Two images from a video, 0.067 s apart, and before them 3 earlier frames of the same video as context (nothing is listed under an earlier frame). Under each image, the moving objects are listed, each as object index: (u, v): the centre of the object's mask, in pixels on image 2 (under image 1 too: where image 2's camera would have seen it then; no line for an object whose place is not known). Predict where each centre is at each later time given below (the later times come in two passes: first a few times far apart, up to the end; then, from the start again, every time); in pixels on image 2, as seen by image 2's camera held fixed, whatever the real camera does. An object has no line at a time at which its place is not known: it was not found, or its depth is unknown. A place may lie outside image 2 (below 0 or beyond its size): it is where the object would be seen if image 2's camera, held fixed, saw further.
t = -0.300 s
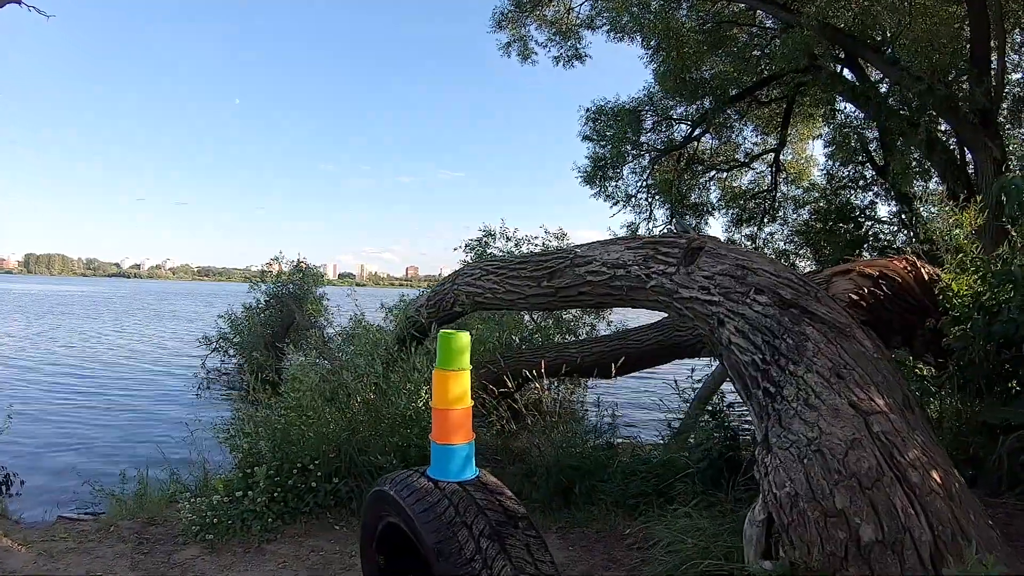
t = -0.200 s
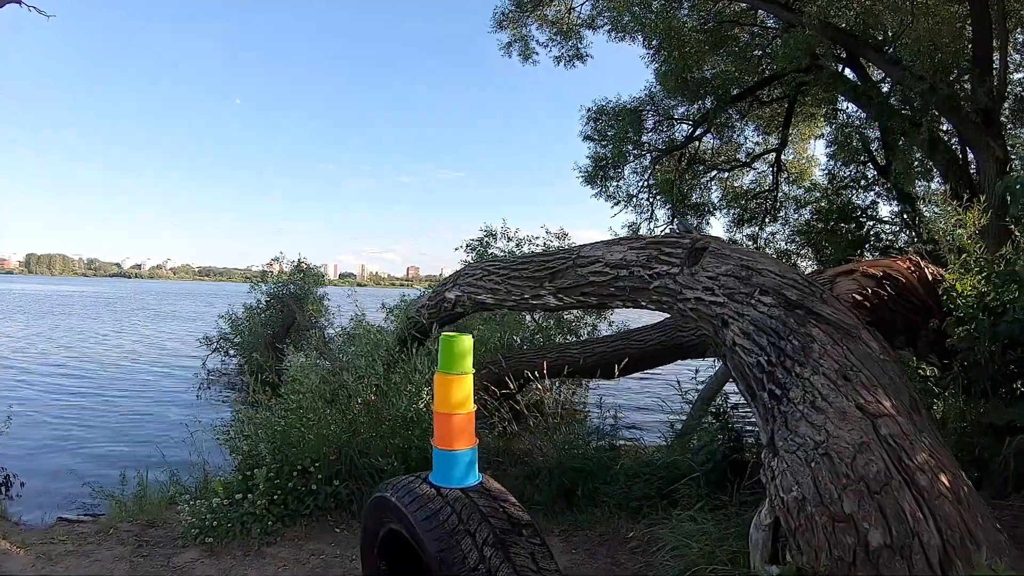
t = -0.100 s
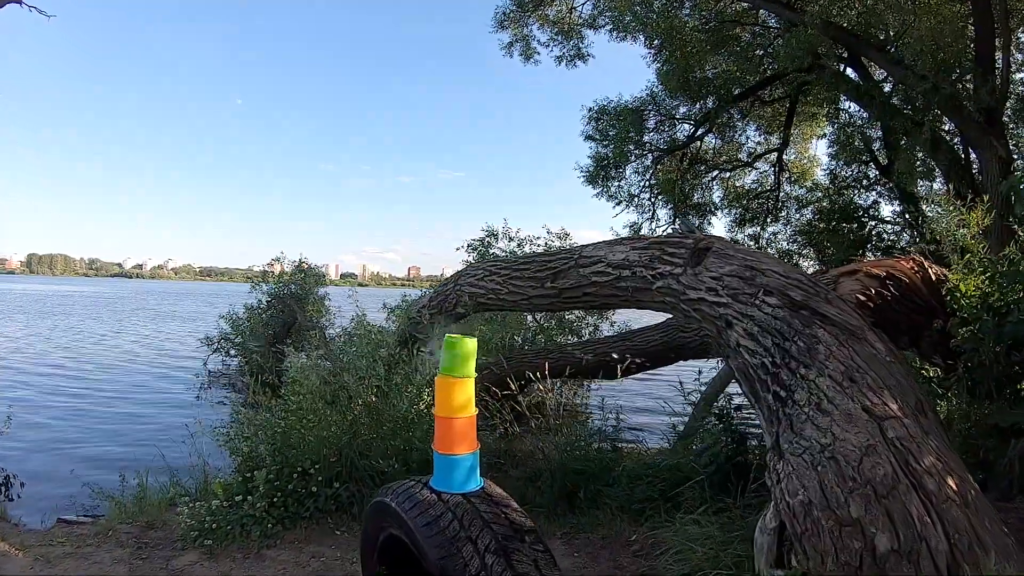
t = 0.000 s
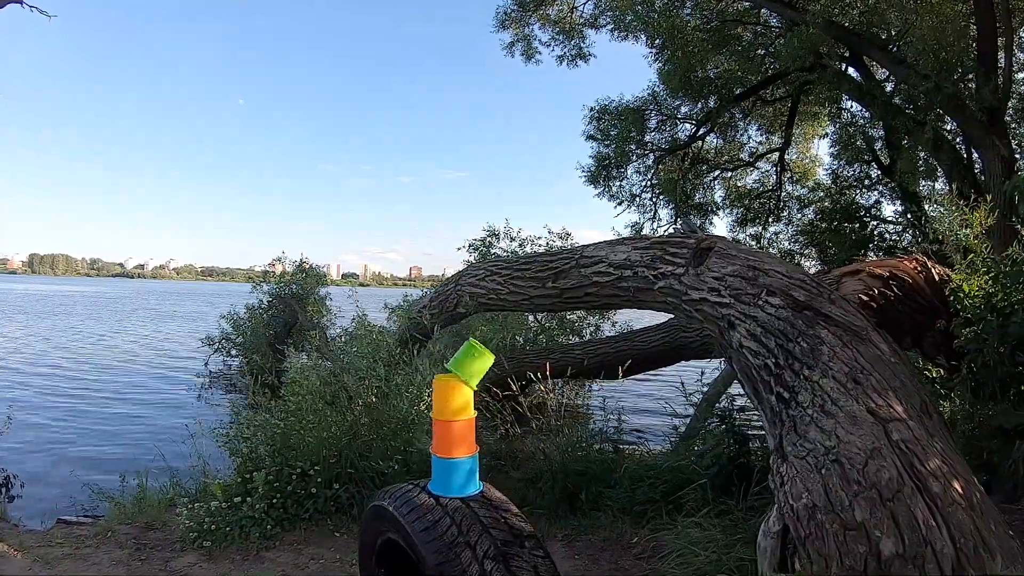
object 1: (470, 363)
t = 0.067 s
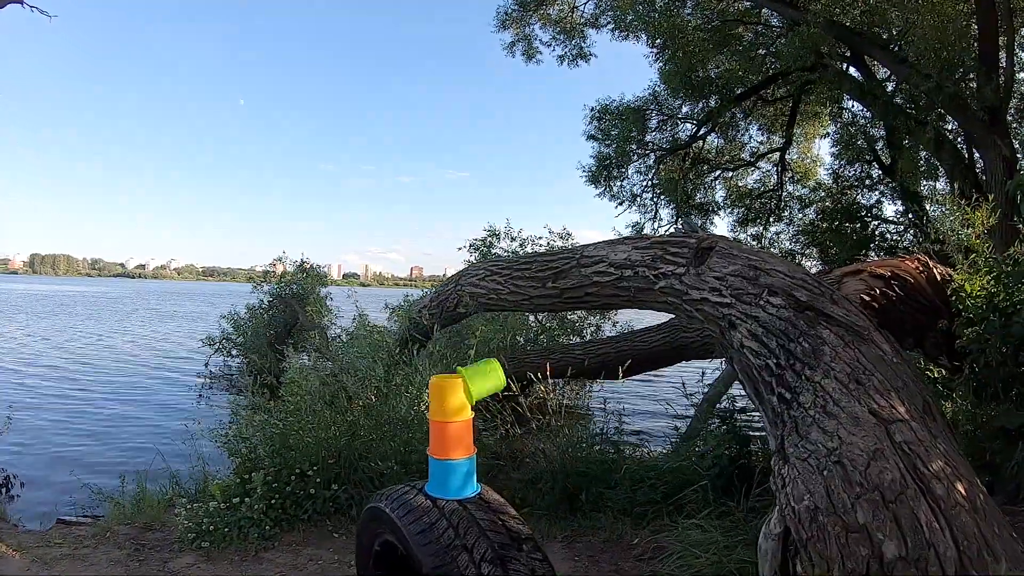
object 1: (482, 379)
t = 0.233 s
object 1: (526, 459)
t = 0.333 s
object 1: (550, 551)
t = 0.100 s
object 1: (489, 391)
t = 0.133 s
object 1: (498, 400)
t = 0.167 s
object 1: (508, 415)
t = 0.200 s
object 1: (517, 435)
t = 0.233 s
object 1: (526, 459)
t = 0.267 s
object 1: (534, 487)
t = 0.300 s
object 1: (542, 518)
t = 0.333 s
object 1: (550, 551)
